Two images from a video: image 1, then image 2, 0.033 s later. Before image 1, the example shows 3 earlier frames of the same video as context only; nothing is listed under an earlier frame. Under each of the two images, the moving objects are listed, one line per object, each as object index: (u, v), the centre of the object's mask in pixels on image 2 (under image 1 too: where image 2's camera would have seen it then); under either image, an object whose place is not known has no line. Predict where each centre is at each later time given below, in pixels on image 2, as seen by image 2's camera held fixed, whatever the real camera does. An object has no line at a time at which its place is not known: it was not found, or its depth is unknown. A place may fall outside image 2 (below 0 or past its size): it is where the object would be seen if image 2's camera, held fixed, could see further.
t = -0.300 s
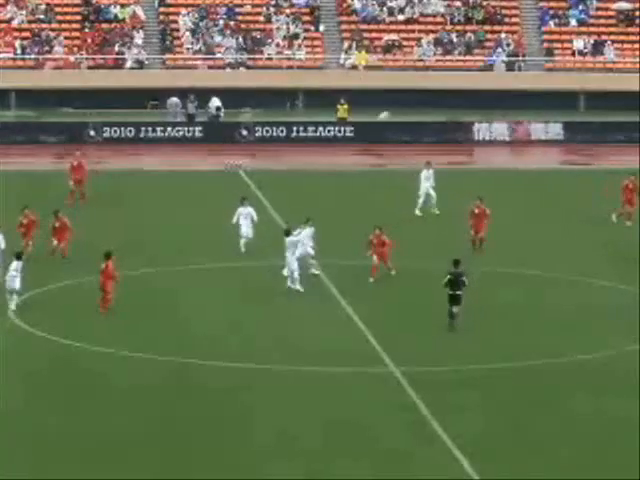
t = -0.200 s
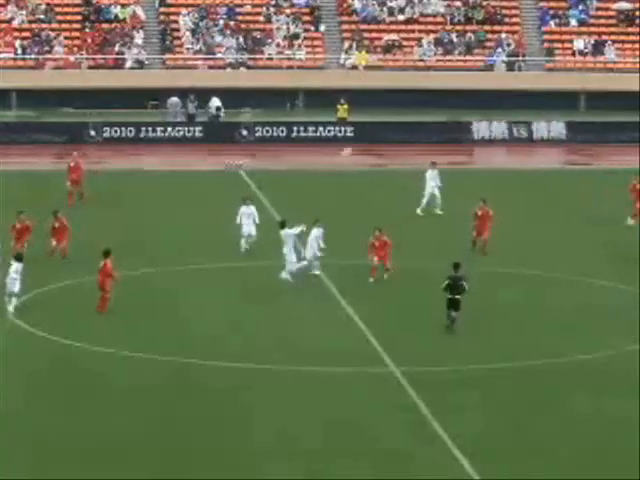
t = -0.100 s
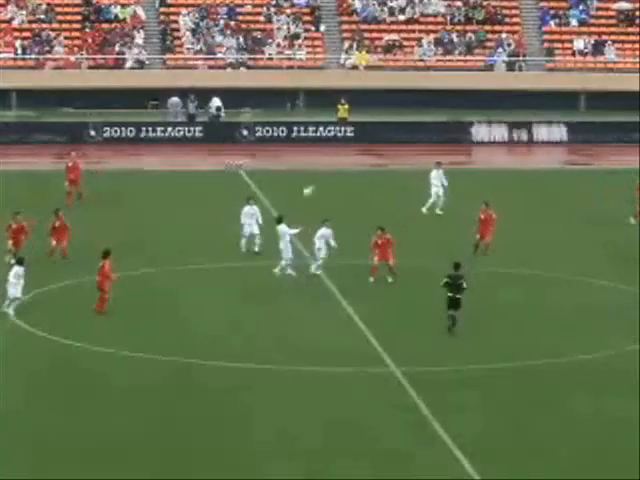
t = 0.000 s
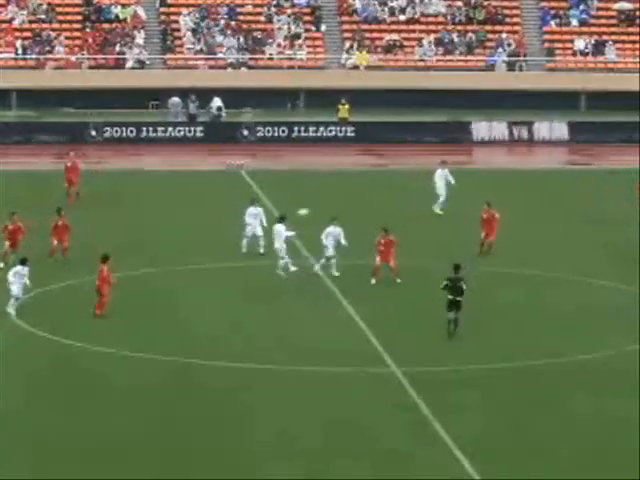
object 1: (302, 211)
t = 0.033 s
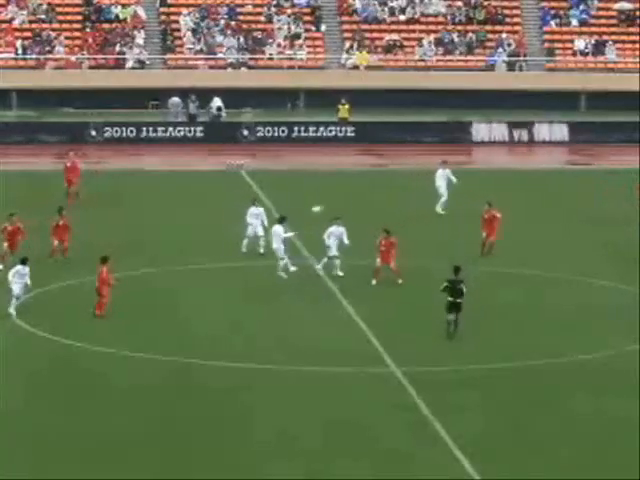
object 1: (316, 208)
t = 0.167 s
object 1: (372, 202)
